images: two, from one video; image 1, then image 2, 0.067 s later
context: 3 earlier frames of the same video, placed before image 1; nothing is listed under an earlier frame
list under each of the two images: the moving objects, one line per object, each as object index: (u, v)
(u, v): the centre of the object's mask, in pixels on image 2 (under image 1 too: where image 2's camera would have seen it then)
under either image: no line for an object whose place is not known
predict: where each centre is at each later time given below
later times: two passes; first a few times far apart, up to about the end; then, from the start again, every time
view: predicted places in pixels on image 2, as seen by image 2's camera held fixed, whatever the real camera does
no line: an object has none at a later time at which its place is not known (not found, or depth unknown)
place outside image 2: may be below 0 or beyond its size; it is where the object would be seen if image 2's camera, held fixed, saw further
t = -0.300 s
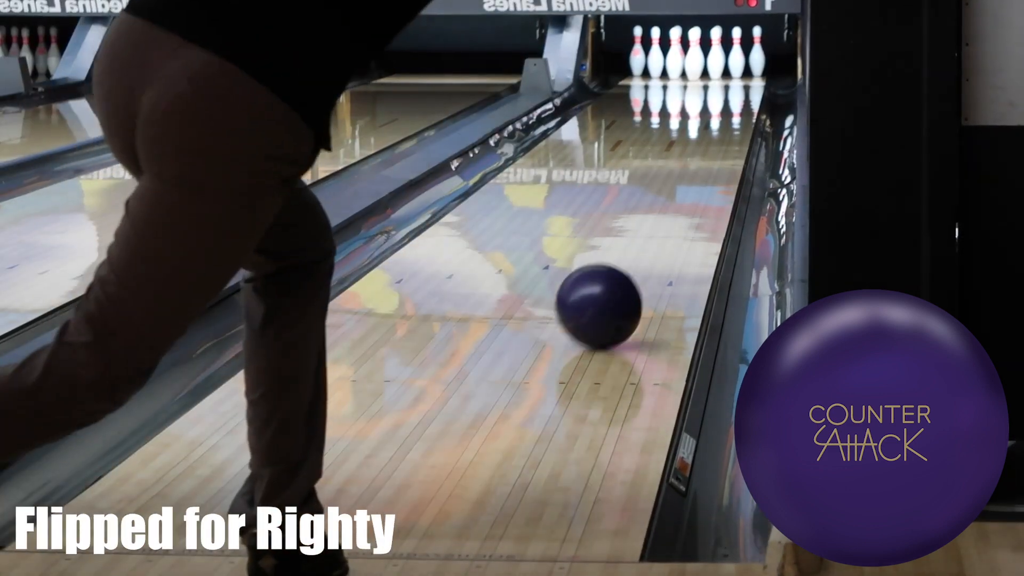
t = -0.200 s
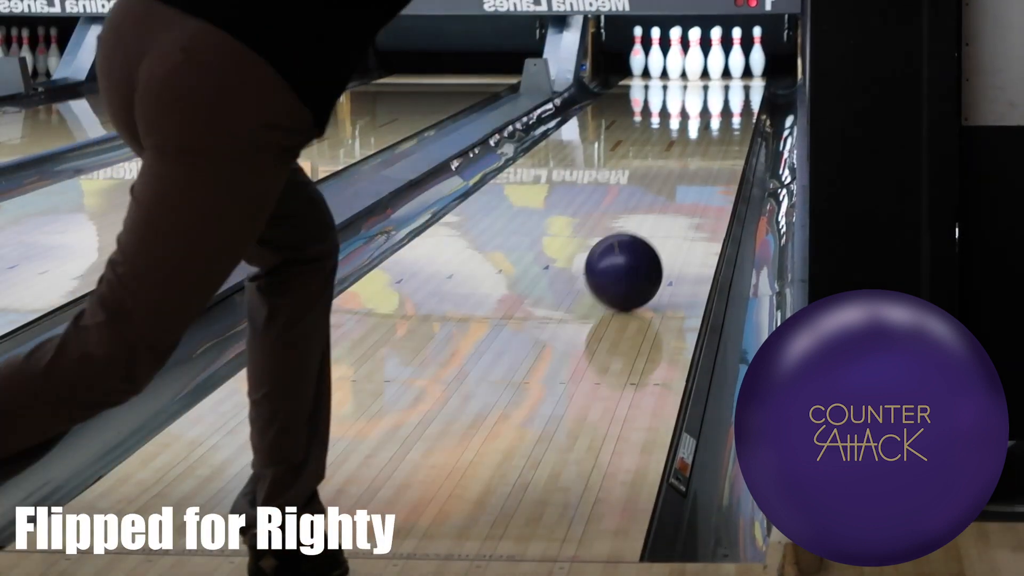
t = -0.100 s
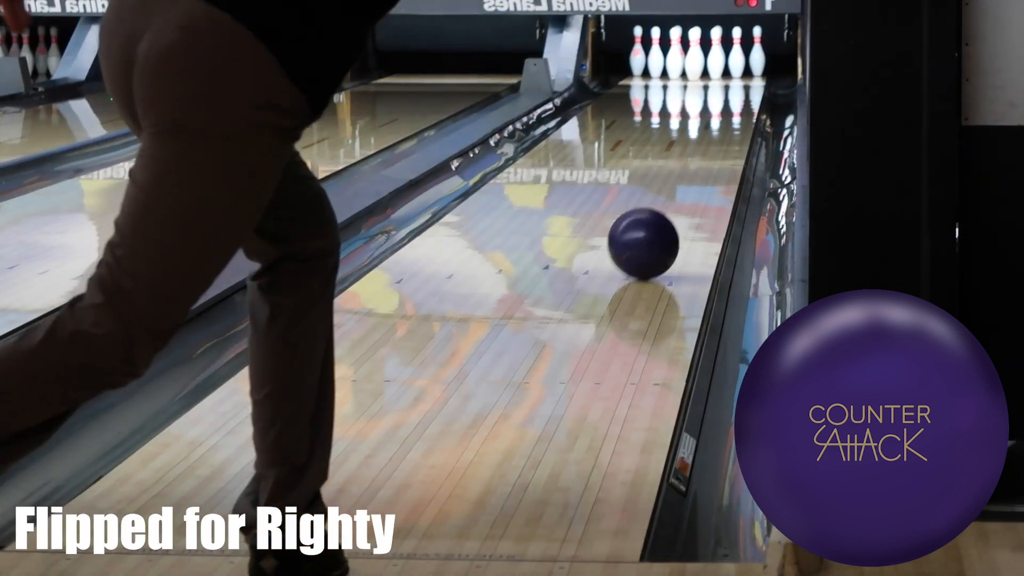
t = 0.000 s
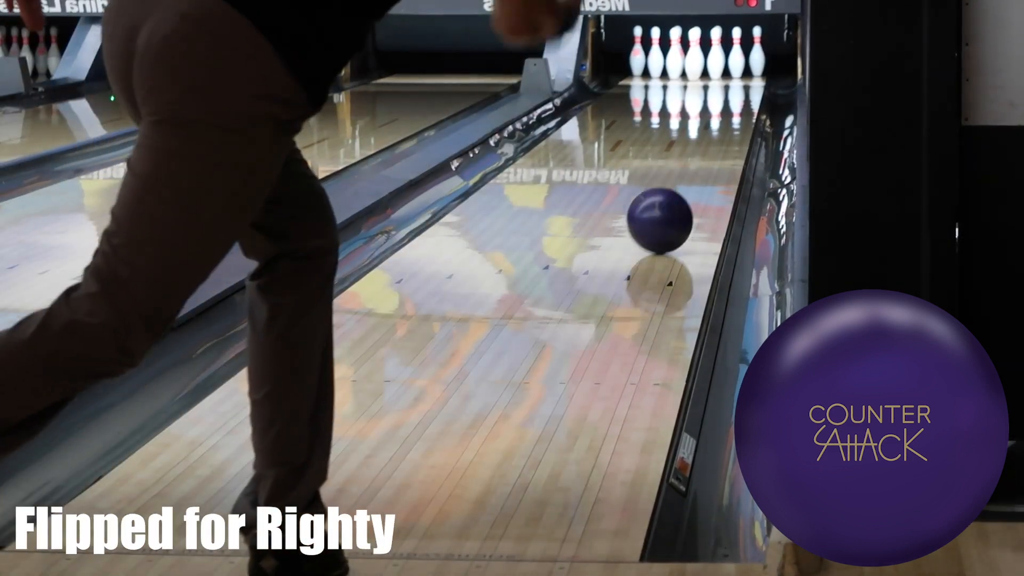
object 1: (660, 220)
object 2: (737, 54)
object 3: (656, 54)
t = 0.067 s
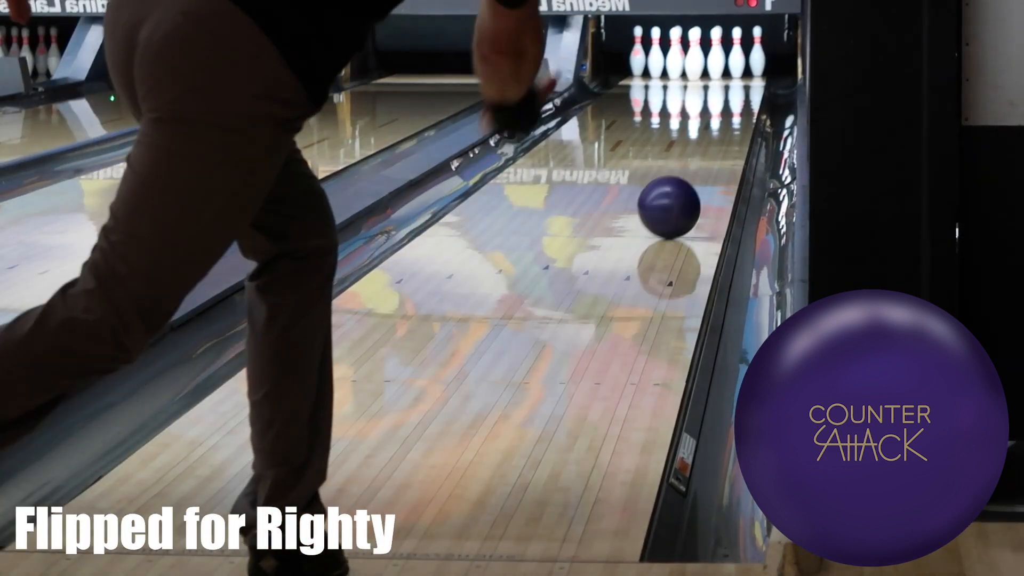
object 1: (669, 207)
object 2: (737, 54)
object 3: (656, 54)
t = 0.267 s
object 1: (690, 173)
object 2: (737, 54)
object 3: (656, 54)
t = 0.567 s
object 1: (711, 137)
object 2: (737, 54)
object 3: (656, 54)
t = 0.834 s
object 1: (720, 113)
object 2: (737, 54)
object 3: (656, 54)
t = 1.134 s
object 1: (722, 93)
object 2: (737, 54)
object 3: (656, 54)
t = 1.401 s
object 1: (717, 79)
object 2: (737, 54)
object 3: (656, 54)
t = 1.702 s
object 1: (705, 67)
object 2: (737, 54)
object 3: (656, 54)
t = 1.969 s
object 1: (704, 63)
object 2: (766, 57)
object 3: (625, 60)
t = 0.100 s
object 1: (673, 201)
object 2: (737, 54)
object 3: (656, 54)
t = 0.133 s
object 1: (677, 195)
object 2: (737, 54)
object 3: (656, 54)
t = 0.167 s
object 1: (681, 189)
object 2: (737, 54)
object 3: (656, 54)
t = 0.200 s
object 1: (684, 183)
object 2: (737, 54)
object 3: (656, 54)
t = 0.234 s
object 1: (687, 178)
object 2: (737, 54)
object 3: (656, 54)
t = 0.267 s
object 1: (690, 173)
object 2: (737, 54)
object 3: (656, 54)
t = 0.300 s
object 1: (693, 168)
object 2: (737, 54)
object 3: (656, 54)
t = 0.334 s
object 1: (696, 163)
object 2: (737, 54)
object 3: (656, 54)
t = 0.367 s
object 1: (699, 159)
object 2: (737, 54)
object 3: (656, 54)
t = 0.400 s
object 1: (701, 155)
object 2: (737, 54)
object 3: (656, 54)
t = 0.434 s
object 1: (703, 151)
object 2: (737, 54)
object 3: (656, 54)
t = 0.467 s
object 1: (705, 147)
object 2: (737, 54)
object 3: (656, 54)
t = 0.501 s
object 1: (707, 143)
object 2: (737, 54)
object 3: (656, 54)
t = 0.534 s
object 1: (709, 140)
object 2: (737, 54)
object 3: (656, 54)
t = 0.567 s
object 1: (711, 137)
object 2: (737, 54)
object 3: (656, 54)
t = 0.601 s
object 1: (712, 133)
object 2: (737, 54)
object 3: (656, 54)
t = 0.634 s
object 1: (714, 130)
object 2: (737, 54)
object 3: (656, 54)
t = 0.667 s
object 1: (715, 127)
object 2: (737, 54)
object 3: (656, 54)
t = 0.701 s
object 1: (716, 124)
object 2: (737, 54)
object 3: (656, 54)
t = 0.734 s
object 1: (717, 121)
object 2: (737, 54)
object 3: (656, 54)
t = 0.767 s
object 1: (718, 118)
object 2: (737, 54)
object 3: (656, 54)
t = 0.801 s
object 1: (719, 116)
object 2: (737, 54)
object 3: (656, 54)
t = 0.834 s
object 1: (720, 113)
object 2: (737, 54)
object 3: (656, 54)
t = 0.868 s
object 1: (720, 110)
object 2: (737, 54)
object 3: (656, 54)
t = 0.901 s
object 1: (721, 108)
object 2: (737, 54)
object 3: (656, 54)
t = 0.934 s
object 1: (722, 105)
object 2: (737, 54)
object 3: (656, 54)
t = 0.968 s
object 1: (722, 103)
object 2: (737, 54)
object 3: (656, 54)
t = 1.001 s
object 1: (722, 101)
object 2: (737, 54)
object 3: (656, 54)
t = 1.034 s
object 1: (723, 98)
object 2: (737, 54)
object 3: (656, 54)
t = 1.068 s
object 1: (723, 96)
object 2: (737, 54)
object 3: (656, 54)
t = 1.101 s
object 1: (723, 95)
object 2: (737, 54)
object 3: (656, 54)
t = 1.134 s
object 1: (722, 93)
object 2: (737, 54)
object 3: (656, 54)
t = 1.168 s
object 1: (722, 91)
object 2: (737, 54)
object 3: (656, 54)
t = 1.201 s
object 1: (722, 89)
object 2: (737, 54)
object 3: (656, 54)
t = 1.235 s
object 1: (721, 87)
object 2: (737, 54)
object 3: (656, 54)
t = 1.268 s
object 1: (721, 86)
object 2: (737, 54)
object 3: (656, 54)
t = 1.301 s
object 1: (720, 84)
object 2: (737, 54)
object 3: (656, 54)
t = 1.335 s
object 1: (719, 82)
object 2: (737, 53)
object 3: (656, 54)
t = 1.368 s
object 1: (718, 81)
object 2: (737, 54)
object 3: (656, 54)
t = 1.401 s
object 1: (717, 79)
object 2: (737, 54)
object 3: (656, 54)
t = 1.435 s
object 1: (716, 78)
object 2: (737, 54)
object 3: (656, 54)
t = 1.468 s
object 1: (715, 77)
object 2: (737, 54)
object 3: (656, 54)
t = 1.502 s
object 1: (714, 75)
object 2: (737, 54)
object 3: (656, 54)
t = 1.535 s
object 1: (712, 74)
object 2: (737, 54)
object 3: (656, 54)
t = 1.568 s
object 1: (711, 73)
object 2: (737, 54)
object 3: (656, 54)
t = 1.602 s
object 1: (709, 71)
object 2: (737, 54)
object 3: (656, 54)
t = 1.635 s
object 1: (708, 70)
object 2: (737, 54)
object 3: (656, 54)
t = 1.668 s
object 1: (706, 68)
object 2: (737, 54)
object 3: (656, 54)
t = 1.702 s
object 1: (705, 67)
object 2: (737, 54)
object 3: (656, 54)
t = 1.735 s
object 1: (706, 66)
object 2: (737, 54)
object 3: (655, 53)
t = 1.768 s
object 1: (706, 66)
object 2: (738, 54)
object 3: (650, 51)
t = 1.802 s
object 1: (705, 65)
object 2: (746, 53)
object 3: (642, 48)
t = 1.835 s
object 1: (705, 65)
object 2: (761, 52)
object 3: (637, 48)
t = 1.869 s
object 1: (705, 64)
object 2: (772, 52)
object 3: (640, 58)
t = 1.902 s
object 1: (704, 63)
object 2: (773, 53)
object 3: (628, 65)
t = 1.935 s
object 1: (704, 63)
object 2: (768, 55)
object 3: (623, 61)
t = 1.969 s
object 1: (704, 63)
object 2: (766, 57)
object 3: (625, 60)
